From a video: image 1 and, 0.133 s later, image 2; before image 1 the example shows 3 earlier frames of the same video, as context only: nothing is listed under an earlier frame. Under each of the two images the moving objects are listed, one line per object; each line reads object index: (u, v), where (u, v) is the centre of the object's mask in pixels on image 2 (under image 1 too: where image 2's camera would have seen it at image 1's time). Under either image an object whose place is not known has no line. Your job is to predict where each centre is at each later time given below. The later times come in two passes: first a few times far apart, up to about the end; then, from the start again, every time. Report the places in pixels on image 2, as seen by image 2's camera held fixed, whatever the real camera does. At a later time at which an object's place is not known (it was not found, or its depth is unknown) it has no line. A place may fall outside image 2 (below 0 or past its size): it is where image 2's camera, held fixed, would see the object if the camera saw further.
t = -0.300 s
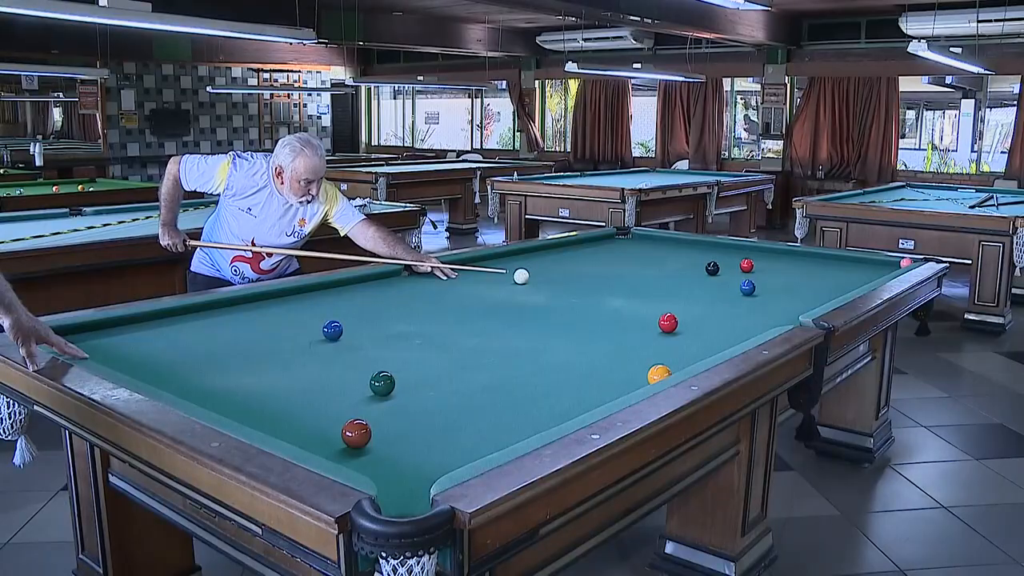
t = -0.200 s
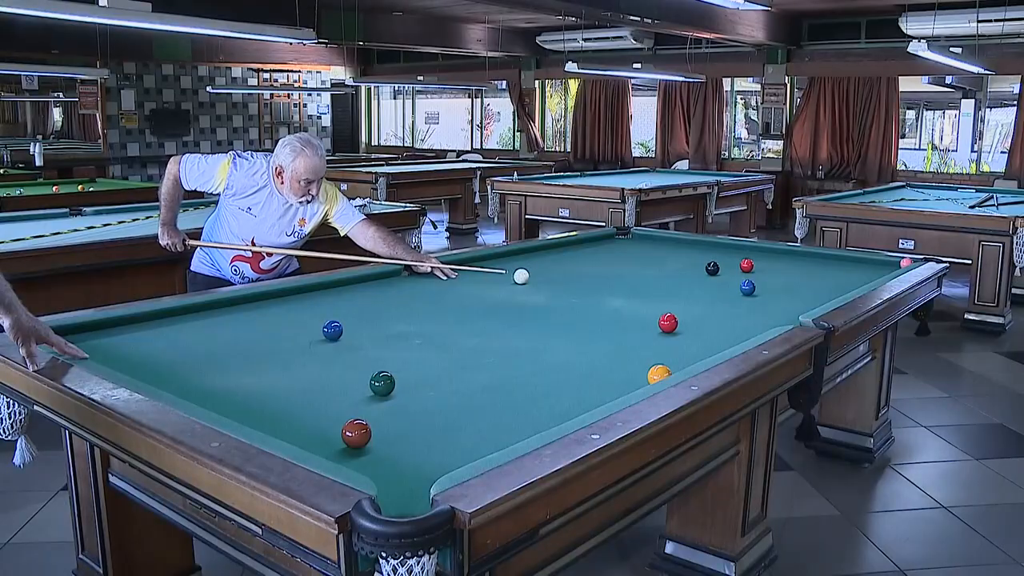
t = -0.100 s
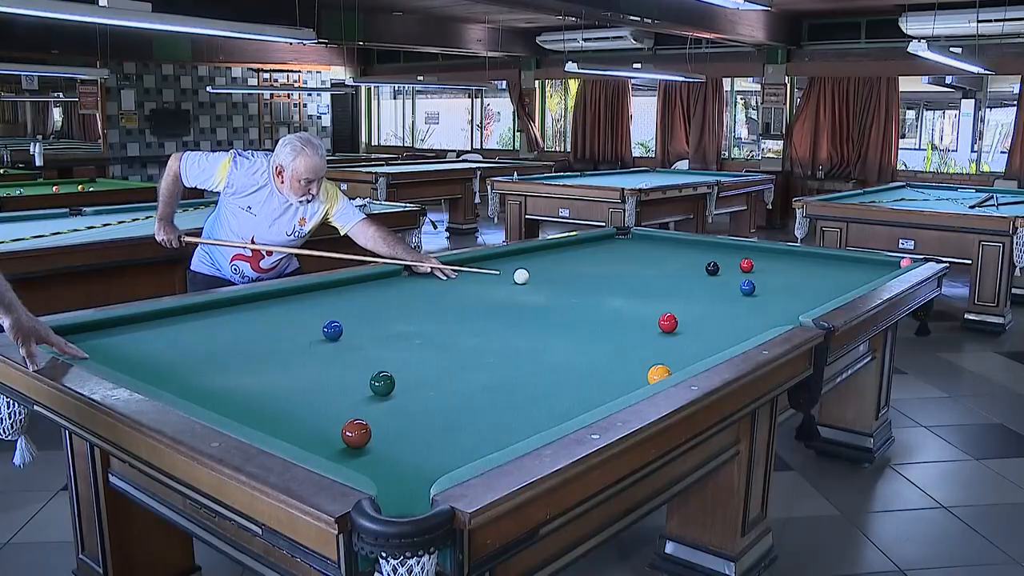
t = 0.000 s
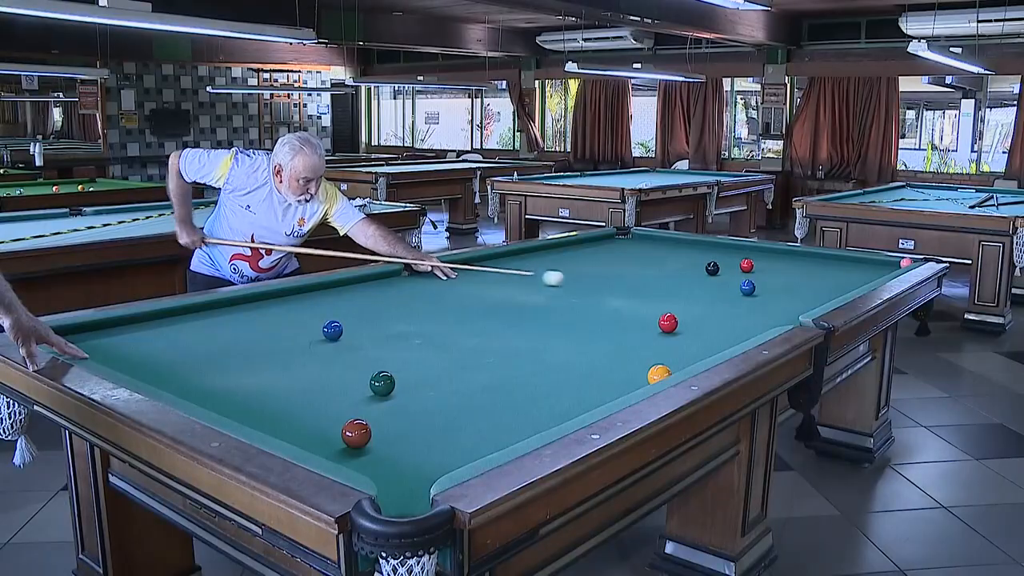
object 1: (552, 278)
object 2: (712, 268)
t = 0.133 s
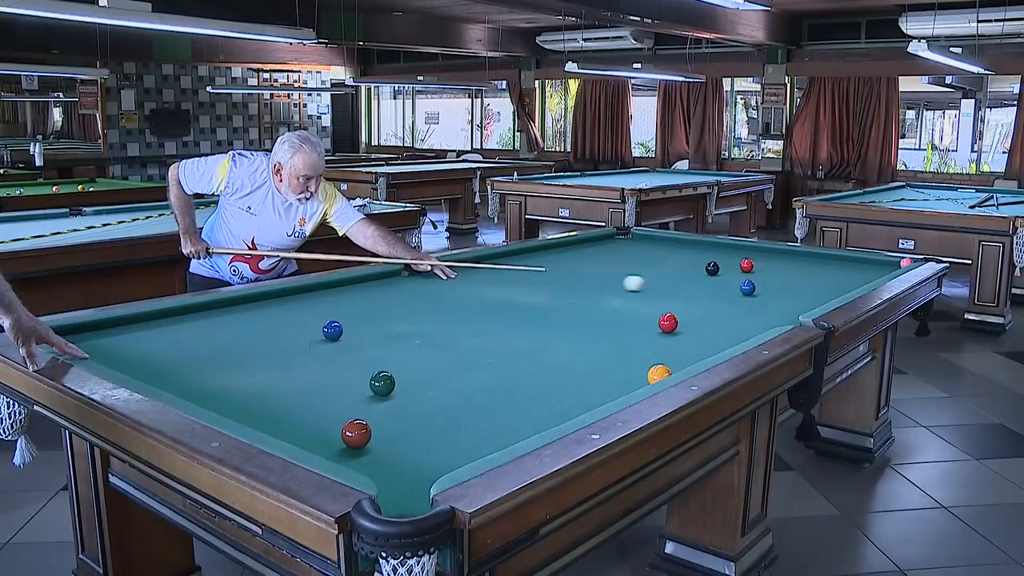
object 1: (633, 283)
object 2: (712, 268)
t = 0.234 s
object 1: (688, 287)
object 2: (712, 268)
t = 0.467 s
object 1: (819, 295)
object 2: (712, 268)
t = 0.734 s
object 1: (773, 282)
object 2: (712, 268)
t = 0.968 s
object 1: (719, 271)
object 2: (709, 267)
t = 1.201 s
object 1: (691, 269)
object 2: (694, 259)
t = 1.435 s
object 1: (665, 268)
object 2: (680, 255)
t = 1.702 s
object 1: (637, 266)
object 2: (667, 250)
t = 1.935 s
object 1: (615, 265)
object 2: (656, 245)
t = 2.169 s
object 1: (594, 263)
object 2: (647, 241)
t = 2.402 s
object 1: (575, 262)
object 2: (639, 238)
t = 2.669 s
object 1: (556, 261)
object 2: (631, 234)
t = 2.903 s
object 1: (541, 260)
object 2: (625, 234)
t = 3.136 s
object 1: (527, 259)
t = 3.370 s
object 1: (515, 259)
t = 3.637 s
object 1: (504, 258)
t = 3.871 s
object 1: (496, 257)
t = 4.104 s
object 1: (489, 257)
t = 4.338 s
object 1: (487, 257)
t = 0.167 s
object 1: (652, 284)
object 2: (712, 268)
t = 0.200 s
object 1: (670, 285)
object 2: (712, 268)
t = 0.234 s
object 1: (688, 287)
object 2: (712, 268)
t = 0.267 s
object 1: (706, 288)
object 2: (712, 268)
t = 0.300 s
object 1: (725, 289)
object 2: (712, 268)
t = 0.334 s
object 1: (744, 290)
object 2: (712, 268)
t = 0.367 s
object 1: (764, 292)
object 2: (712, 268)
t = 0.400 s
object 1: (782, 292)
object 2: (712, 268)
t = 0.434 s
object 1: (801, 294)
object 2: (712, 268)
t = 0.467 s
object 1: (819, 295)
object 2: (712, 268)
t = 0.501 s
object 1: (836, 293)
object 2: (712, 268)
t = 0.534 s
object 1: (829, 293)
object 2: (712, 268)
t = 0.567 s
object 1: (818, 292)
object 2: (712, 268)
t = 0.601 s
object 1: (808, 289)
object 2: (712, 268)
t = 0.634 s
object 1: (799, 288)
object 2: (712, 268)
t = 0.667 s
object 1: (790, 286)
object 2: (712, 268)
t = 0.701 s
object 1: (781, 284)
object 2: (712, 268)
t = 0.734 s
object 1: (773, 282)
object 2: (712, 268)
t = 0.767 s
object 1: (764, 280)
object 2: (712, 268)
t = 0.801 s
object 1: (757, 278)
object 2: (712, 268)
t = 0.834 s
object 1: (748, 276)
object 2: (712, 268)
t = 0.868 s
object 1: (740, 275)
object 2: (712, 268)
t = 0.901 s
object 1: (732, 274)
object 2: (712, 268)
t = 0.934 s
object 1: (725, 272)
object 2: (712, 268)
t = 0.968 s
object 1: (719, 271)
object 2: (709, 267)
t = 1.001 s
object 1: (715, 271)
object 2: (706, 265)
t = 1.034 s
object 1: (711, 270)
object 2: (703, 264)
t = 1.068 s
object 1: (707, 270)
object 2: (701, 262)
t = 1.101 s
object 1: (703, 270)
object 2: (699, 261)
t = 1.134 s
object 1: (699, 270)
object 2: (698, 260)
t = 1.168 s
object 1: (695, 270)
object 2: (696, 260)
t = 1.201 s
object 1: (691, 269)
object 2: (694, 259)
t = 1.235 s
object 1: (687, 269)
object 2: (692, 259)
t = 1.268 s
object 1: (683, 269)
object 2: (690, 259)
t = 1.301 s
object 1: (679, 269)
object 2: (688, 258)
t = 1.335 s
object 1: (676, 268)
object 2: (686, 258)
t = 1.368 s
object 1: (672, 268)
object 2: (684, 257)
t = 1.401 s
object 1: (668, 268)
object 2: (682, 256)
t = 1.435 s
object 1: (665, 268)
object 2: (680, 255)
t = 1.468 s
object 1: (661, 267)
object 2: (678, 254)
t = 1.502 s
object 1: (657, 267)
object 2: (677, 254)
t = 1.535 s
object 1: (654, 267)
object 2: (675, 253)
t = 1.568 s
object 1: (650, 267)
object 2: (673, 252)
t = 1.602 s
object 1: (647, 267)
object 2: (671, 251)
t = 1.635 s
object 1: (644, 266)
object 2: (670, 251)
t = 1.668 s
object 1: (640, 266)
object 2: (668, 250)
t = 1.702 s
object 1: (637, 266)
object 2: (667, 250)
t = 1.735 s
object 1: (634, 266)
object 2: (665, 249)
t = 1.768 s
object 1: (631, 265)
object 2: (663, 248)
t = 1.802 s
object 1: (627, 265)
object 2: (662, 248)
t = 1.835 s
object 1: (624, 265)
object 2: (661, 247)
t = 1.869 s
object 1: (621, 265)
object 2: (659, 246)
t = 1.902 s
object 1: (618, 265)
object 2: (658, 246)
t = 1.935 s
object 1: (615, 265)
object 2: (656, 245)
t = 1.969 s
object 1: (612, 264)
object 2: (655, 245)
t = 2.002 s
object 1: (609, 264)
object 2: (653, 244)
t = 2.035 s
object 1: (606, 264)
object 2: (652, 244)
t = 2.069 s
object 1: (603, 264)
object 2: (651, 243)
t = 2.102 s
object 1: (600, 263)
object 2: (649, 242)
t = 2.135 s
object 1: (597, 263)
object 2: (648, 242)
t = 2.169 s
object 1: (594, 263)
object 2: (647, 241)
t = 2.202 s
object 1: (591, 263)
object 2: (646, 241)
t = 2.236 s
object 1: (588, 263)
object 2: (645, 240)
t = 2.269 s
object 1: (586, 263)
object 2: (643, 240)
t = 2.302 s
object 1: (583, 263)
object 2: (642, 239)
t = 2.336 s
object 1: (581, 262)
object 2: (641, 239)
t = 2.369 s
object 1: (578, 262)
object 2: (640, 239)
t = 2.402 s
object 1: (575, 262)
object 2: (639, 238)
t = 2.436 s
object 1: (572, 262)
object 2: (638, 237)
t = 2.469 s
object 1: (570, 262)
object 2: (636, 237)
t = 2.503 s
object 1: (568, 262)
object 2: (636, 237)
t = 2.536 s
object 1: (565, 262)
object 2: (635, 236)
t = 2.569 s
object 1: (563, 261)
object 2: (634, 235)
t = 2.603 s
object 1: (560, 261)
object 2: (633, 235)
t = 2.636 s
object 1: (558, 261)
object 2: (631, 235)
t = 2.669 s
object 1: (556, 261)
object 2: (631, 234)
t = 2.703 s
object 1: (553, 261)
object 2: (630, 234)
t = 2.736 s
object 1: (551, 261)
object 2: (629, 234)
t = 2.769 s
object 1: (549, 261)
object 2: (628, 234)
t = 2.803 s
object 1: (547, 260)
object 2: (627, 233)
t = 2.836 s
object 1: (545, 260)
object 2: (626, 232)
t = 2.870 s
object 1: (543, 260)
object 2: (625, 233)
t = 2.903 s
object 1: (541, 260)
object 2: (625, 234)
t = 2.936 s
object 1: (538, 260)
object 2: (623, 235)
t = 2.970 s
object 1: (537, 260)
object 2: (624, 233)
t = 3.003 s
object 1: (534, 260)
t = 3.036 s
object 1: (533, 260)
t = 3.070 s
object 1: (531, 260)
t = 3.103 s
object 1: (529, 260)
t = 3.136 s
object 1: (527, 259)
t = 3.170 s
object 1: (525, 259)
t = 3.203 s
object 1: (523, 259)
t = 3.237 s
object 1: (522, 259)
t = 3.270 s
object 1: (520, 259)
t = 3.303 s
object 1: (518, 259)
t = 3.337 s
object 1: (517, 259)
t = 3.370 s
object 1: (515, 259)
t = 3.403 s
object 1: (514, 259)
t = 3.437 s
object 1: (512, 258)
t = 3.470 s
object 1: (511, 258)
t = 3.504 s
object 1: (509, 258)
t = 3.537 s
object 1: (508, 258)
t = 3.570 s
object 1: (506, 258)
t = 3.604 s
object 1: (505, 258)
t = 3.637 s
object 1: (504, 258)
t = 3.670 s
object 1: (502, 258)
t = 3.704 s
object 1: (501, 258)
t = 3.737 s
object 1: (500, 258)
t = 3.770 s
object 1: (499, 257)
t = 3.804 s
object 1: (498, 257)
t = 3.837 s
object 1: (497, 257)
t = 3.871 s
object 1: (496, 257)
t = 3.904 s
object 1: (495, 257)
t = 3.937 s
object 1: (493, 257)
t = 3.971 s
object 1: (493, 257)
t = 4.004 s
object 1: (492, 257)
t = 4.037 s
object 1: (491, 257)
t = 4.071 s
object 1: (490, 257)
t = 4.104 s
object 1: (489, 257)
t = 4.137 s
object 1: (488, 257)
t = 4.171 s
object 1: (487, 257)
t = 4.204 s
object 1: (487, 256)
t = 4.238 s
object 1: (486, 256)
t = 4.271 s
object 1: (487, 256)
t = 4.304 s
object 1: (487, 257)
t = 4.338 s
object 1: (487, 257)
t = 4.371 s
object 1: (487, 257)
